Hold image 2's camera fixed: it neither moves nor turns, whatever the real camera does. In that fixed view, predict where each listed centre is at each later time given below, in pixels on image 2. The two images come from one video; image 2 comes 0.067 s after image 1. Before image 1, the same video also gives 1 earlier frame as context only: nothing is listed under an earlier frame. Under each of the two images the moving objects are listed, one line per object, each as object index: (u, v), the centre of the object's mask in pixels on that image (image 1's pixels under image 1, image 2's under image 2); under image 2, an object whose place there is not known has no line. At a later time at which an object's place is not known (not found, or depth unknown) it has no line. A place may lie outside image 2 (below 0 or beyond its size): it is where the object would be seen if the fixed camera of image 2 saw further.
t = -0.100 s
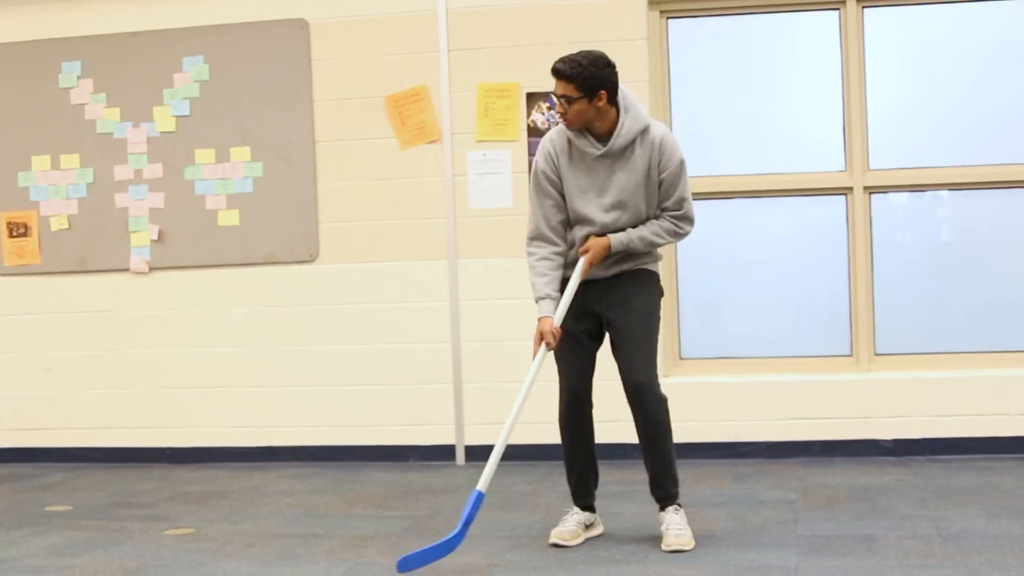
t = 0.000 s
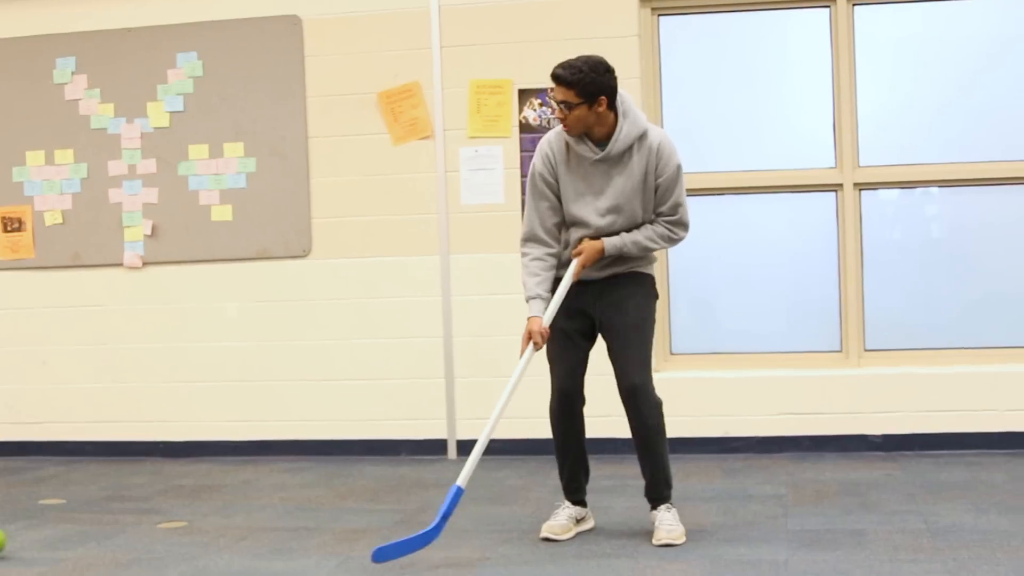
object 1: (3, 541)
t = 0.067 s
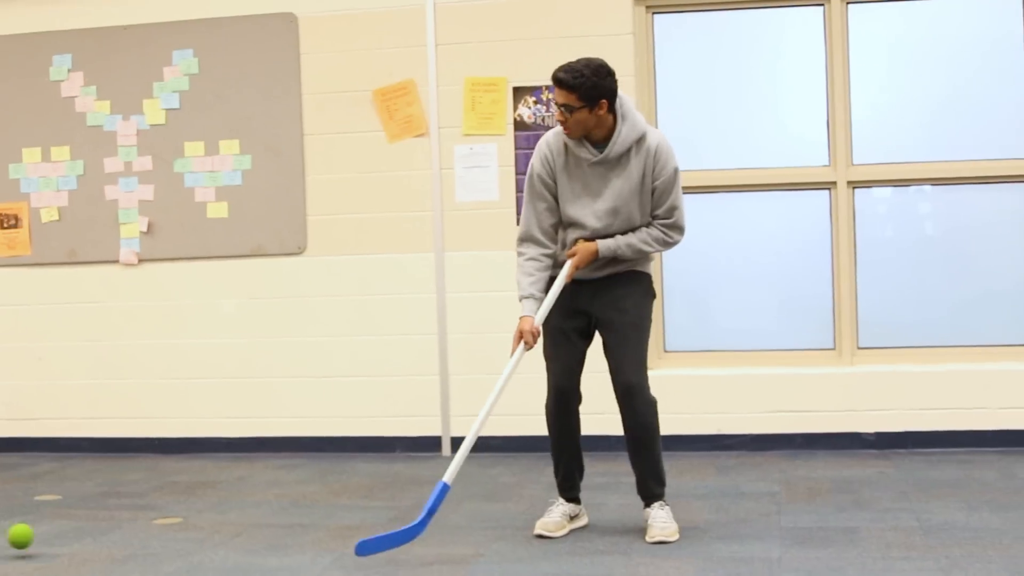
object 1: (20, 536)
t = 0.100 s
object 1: (38, 540)
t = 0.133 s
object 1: (56, 548)
